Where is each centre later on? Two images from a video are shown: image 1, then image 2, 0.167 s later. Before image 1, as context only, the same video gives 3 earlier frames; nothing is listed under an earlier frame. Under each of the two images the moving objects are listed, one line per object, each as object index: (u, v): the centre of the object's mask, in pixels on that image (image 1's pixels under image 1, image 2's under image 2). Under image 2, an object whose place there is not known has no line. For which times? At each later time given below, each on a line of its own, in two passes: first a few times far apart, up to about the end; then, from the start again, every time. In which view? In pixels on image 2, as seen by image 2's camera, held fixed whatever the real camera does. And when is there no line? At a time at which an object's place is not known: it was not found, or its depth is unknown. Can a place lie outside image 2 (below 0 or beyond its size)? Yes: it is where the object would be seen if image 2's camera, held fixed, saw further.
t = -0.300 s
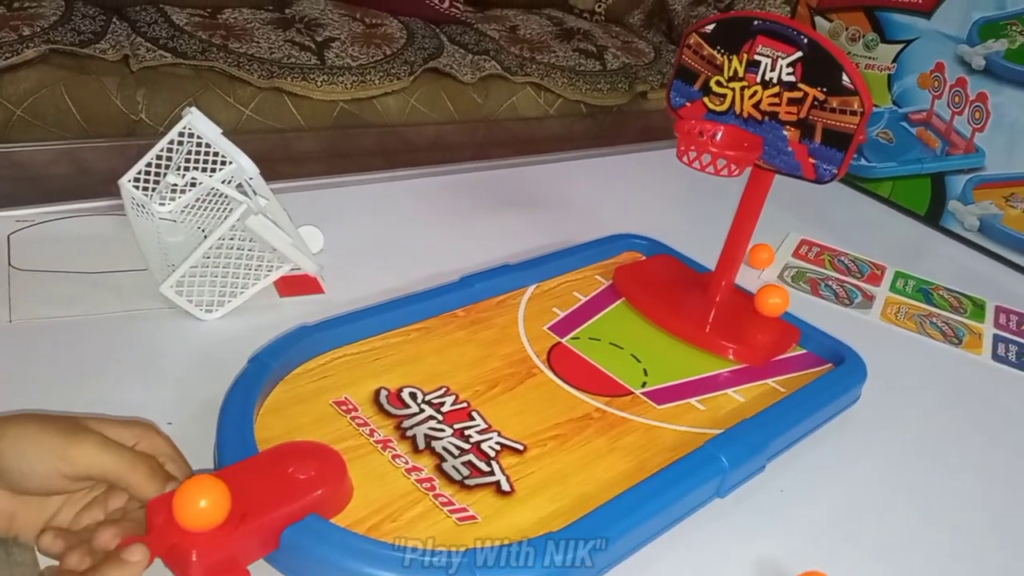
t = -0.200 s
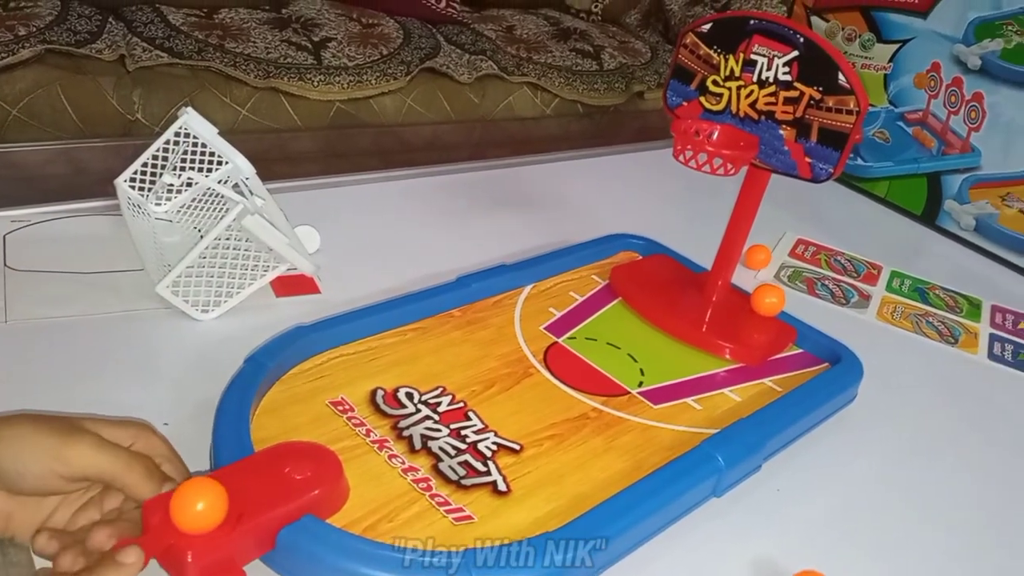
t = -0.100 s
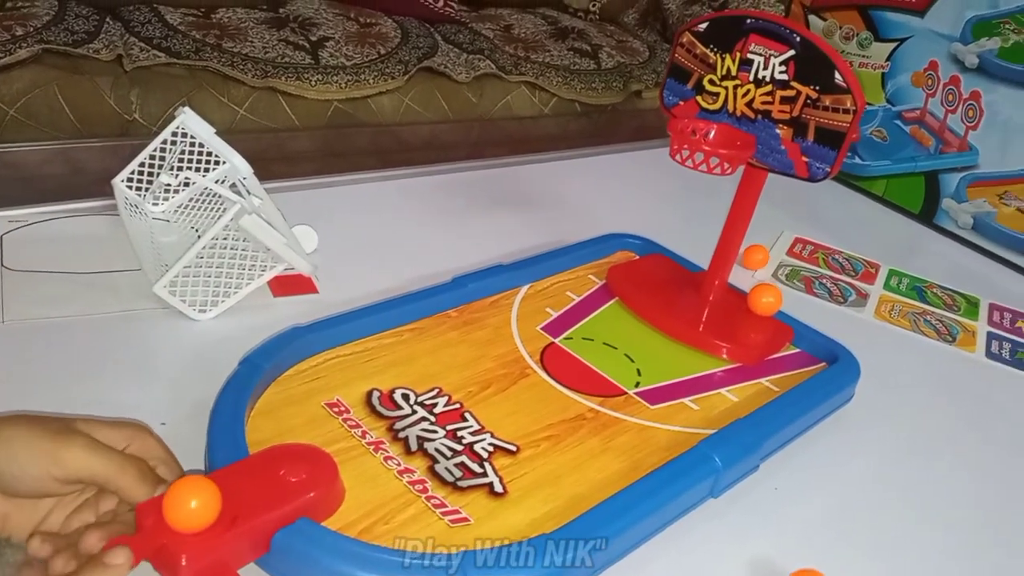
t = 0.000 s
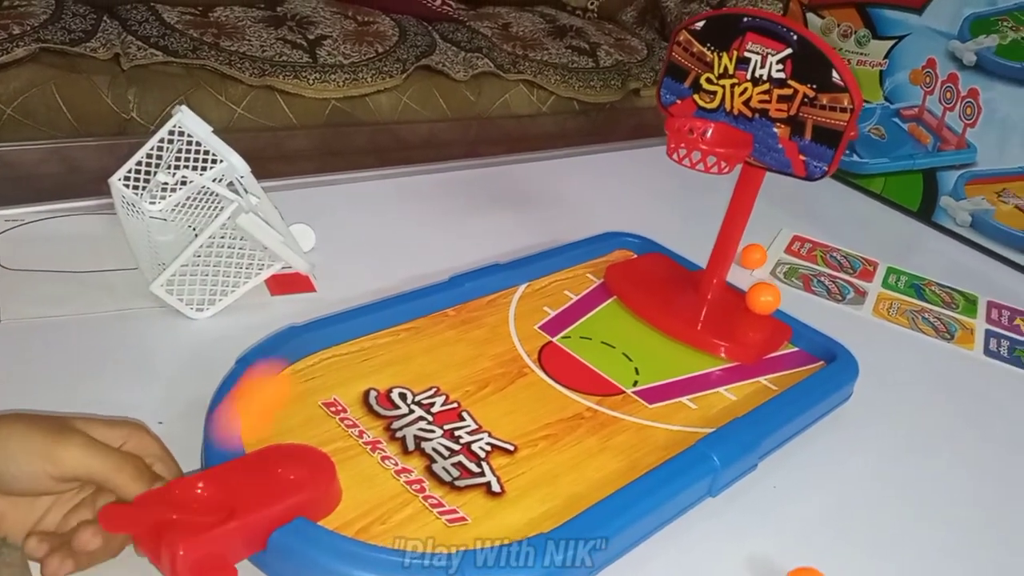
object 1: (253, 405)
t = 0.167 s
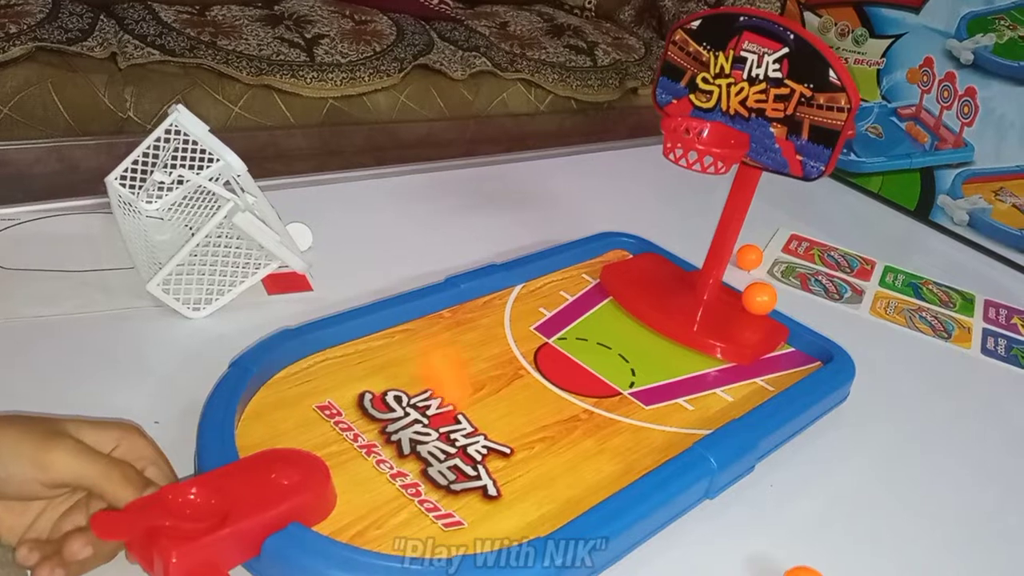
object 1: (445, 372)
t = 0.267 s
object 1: (512, 381)
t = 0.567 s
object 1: (630, 326)
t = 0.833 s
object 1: (627, 321)
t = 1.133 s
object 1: (628, 321)
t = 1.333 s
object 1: (625, 326)
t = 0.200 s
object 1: (470, 396)
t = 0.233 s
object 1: (490, 388)
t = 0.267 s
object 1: (512, 381)
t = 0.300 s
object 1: (540, 369)
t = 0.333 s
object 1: (559, 360)
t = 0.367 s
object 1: (580, 351)
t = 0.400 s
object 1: (597, 344)
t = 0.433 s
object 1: (616, 333)
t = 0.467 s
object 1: (633, 326)
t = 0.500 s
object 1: (635, 325)
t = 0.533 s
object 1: (631, 326)
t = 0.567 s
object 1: (630, 326)
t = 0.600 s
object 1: (629, 326)
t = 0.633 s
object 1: (629, 325)
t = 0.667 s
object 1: (628, 324)
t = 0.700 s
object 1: (628, 323)
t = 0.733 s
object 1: (628, 323)
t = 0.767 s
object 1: (627, 322)
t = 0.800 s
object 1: (627, 321)
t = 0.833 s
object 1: (627, 321)
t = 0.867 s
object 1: (628, 320)
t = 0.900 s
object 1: (628, 320)
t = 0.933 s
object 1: (629, 320)
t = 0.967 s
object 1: (629, 319)
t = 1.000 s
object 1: (629, 319)
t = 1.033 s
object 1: (629, 320)
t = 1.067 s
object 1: (629, 320)
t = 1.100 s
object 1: (628, 321)
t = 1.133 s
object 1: (628, 321)
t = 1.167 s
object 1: (627, 322)
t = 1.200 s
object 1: (627, 323)
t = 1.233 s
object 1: (626, 323)
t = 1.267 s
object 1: (626, 324)
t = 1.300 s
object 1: (626, 325)
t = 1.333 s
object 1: (625, 326)
